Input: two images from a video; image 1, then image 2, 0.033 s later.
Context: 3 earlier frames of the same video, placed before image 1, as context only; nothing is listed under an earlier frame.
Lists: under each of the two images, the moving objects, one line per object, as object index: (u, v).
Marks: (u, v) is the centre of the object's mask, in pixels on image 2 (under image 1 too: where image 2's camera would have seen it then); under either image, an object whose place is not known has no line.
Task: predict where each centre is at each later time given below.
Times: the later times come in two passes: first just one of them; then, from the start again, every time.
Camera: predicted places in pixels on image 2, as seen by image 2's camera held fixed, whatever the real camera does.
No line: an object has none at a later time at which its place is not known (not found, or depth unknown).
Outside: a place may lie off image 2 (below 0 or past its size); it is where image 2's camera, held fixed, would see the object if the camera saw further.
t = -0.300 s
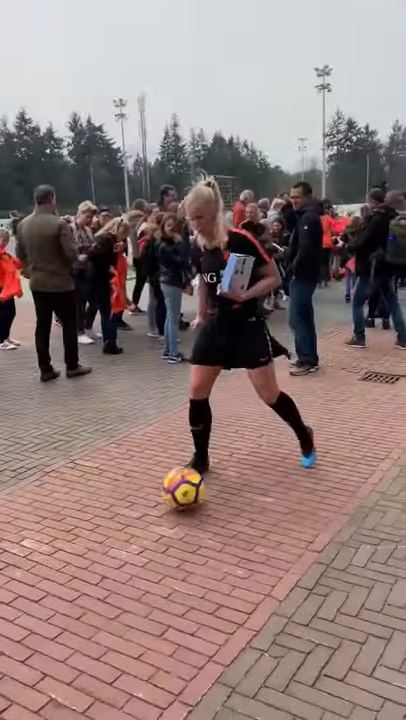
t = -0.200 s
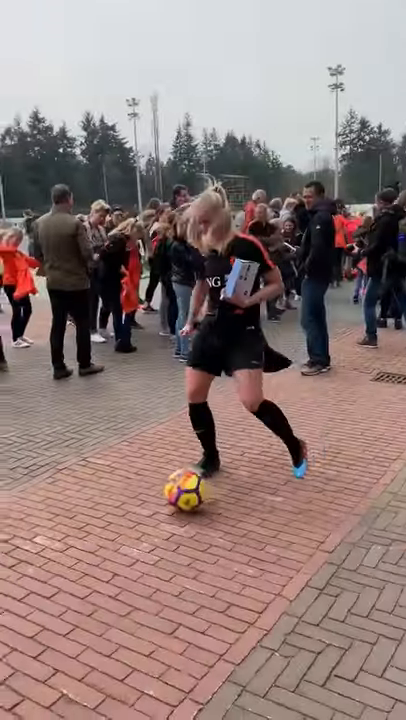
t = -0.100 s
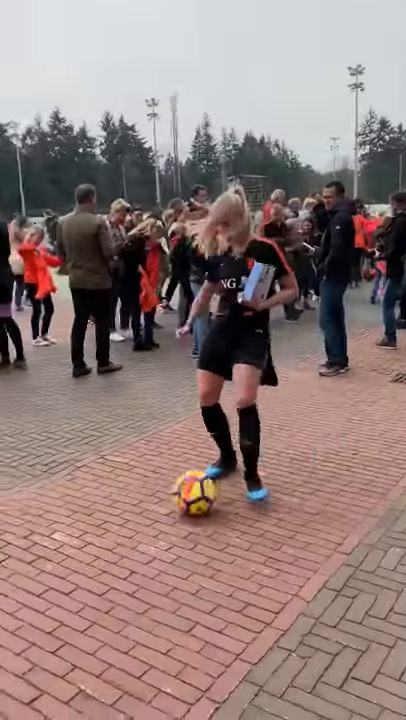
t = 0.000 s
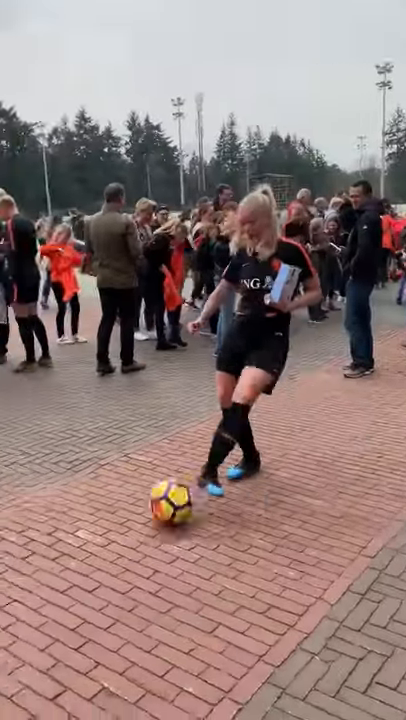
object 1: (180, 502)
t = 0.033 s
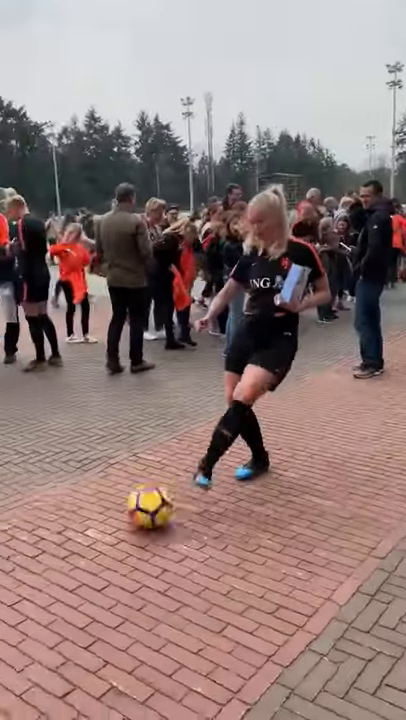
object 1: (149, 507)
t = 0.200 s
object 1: (13, 521)
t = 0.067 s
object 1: (123, 509)
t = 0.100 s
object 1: (93, 512)
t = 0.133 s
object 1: (64, 516)
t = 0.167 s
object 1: (38, 519)
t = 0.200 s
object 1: (13, 521)
